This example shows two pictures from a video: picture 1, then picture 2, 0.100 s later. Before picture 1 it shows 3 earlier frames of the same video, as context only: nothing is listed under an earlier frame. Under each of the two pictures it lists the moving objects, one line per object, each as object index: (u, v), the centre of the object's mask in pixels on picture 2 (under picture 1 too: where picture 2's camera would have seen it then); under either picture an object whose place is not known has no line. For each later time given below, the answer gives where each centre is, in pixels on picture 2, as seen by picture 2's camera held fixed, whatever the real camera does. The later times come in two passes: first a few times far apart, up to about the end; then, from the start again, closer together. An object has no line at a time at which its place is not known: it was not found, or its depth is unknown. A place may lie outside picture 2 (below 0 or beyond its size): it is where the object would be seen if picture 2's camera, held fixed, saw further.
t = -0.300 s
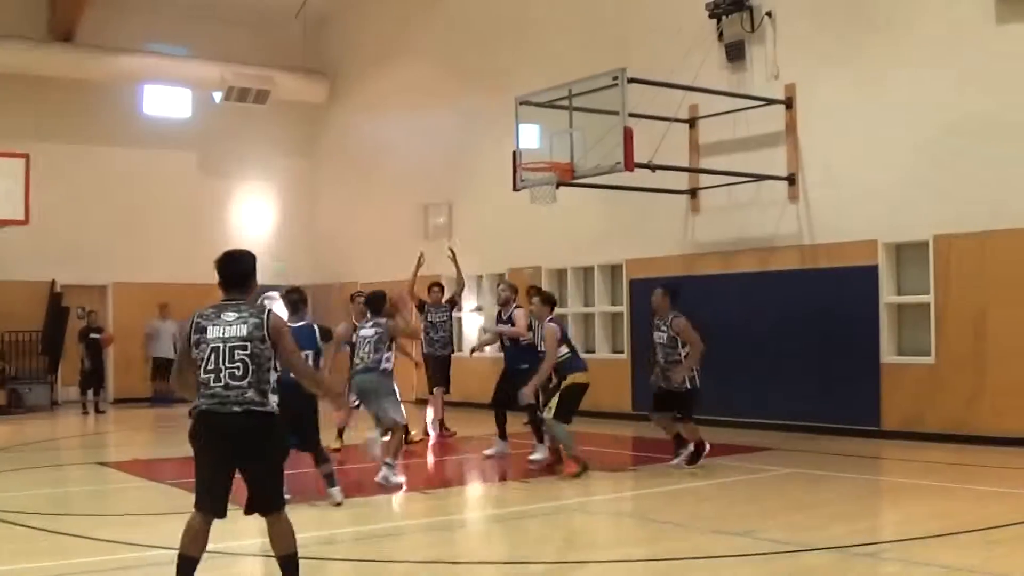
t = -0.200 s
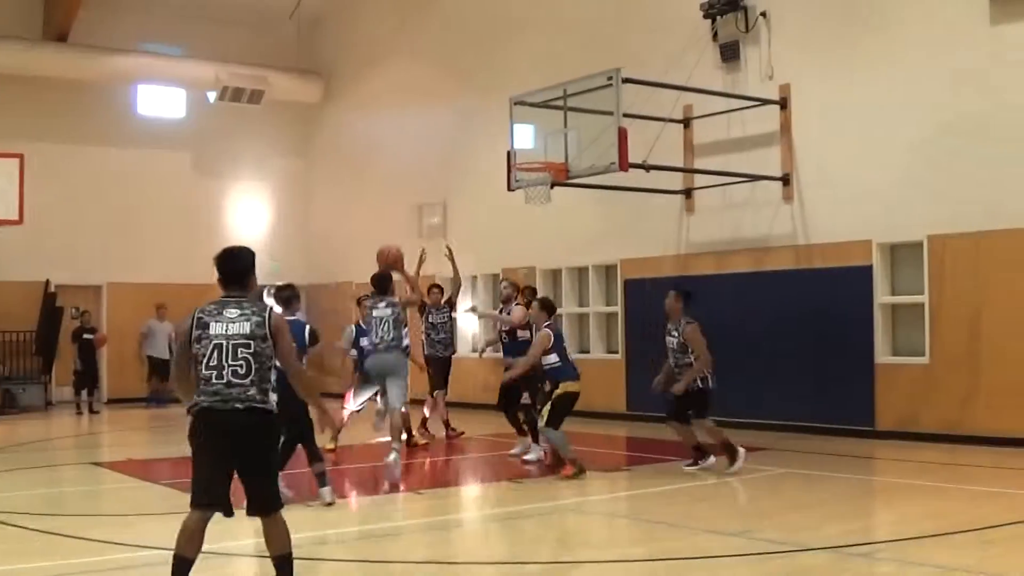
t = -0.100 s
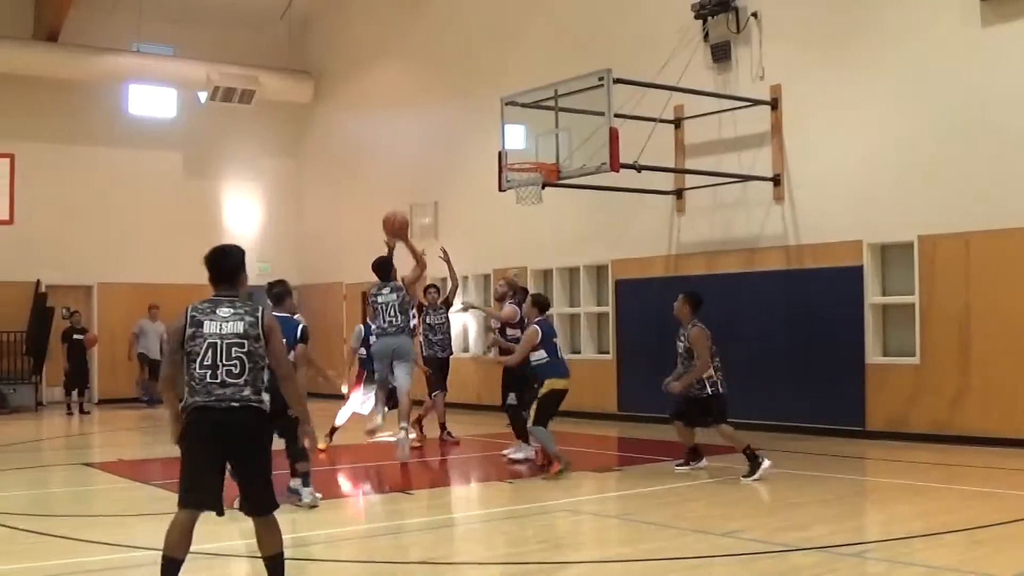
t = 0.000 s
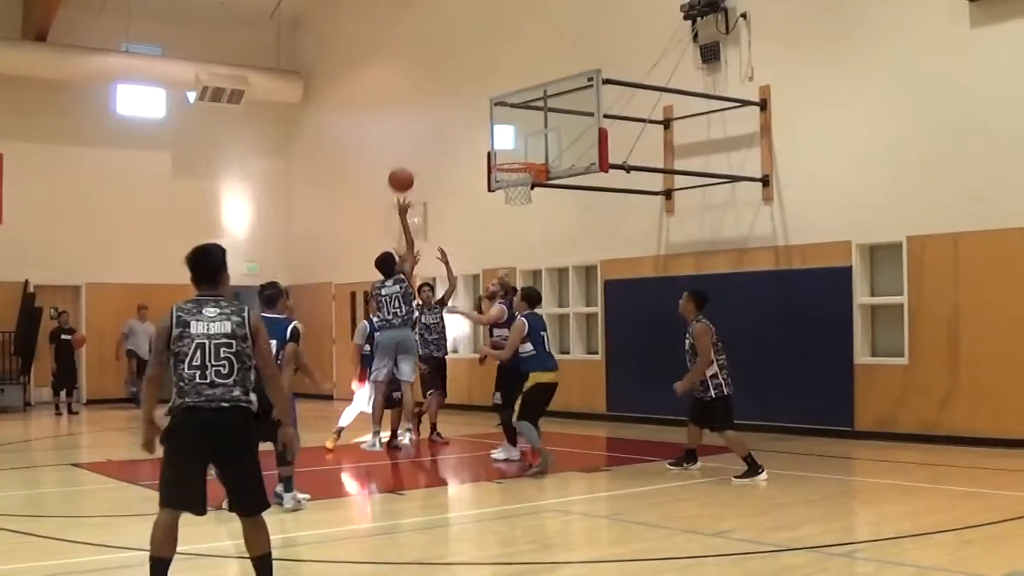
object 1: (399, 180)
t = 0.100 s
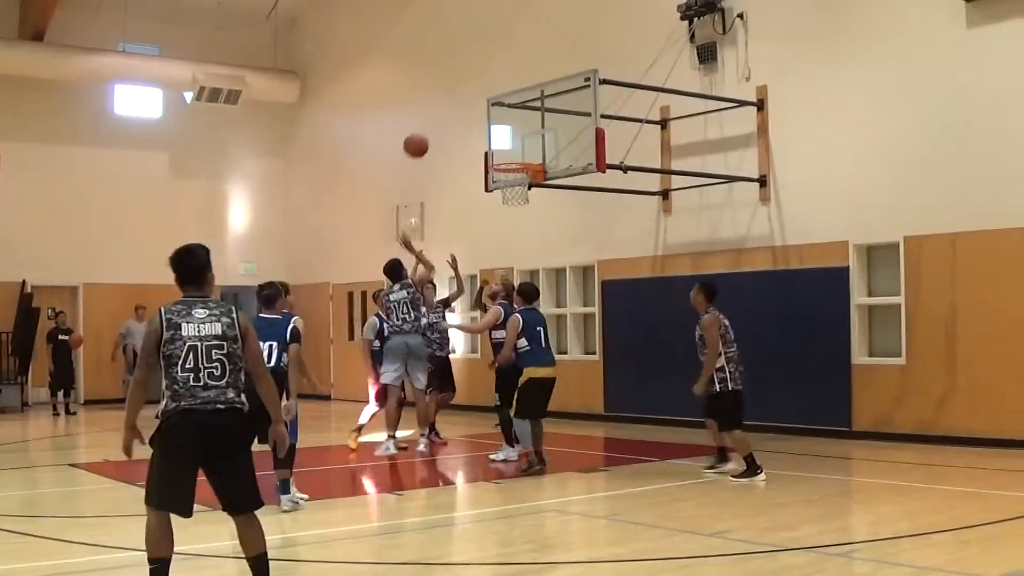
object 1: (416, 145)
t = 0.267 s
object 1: (444, 114)
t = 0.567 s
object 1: (489, 127)
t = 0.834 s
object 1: (522, 147)
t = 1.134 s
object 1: (556, 170)
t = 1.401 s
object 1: (592, 269)
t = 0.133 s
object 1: (421, 136)
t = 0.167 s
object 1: (427, 129)
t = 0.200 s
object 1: (433, 122)
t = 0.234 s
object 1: (438, 117)
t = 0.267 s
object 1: (444, 114)
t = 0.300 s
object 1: (449, 111)
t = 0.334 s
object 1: (455, 109)
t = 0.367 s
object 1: (460, 109)
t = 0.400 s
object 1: (465, 109)
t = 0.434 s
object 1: (470, 111)
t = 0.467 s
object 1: (475, 114)
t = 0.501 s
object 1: (480, 117)
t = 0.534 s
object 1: (484, 122)
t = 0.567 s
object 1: (489, 127)
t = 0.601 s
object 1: (493, 133)
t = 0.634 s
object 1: (498, 142)
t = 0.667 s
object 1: (503, 150)
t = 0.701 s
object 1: (508, 157)
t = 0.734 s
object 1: (511, 156)
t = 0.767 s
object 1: (515, 153)
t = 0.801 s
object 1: (518, 150)
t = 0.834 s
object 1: (522, 147)
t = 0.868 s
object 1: (526, 145)
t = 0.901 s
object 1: (529, 145)
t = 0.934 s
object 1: (533, 145)
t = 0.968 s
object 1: (537, 147)
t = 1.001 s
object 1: (541, 149)
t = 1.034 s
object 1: (545, 152)
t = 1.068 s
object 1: (549, 157)
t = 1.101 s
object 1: (554, 163)
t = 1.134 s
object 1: (556, 170)
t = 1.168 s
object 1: (561, 178)
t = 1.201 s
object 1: (566, 187)
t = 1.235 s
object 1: (569, 197)
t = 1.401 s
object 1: (592, 269)
